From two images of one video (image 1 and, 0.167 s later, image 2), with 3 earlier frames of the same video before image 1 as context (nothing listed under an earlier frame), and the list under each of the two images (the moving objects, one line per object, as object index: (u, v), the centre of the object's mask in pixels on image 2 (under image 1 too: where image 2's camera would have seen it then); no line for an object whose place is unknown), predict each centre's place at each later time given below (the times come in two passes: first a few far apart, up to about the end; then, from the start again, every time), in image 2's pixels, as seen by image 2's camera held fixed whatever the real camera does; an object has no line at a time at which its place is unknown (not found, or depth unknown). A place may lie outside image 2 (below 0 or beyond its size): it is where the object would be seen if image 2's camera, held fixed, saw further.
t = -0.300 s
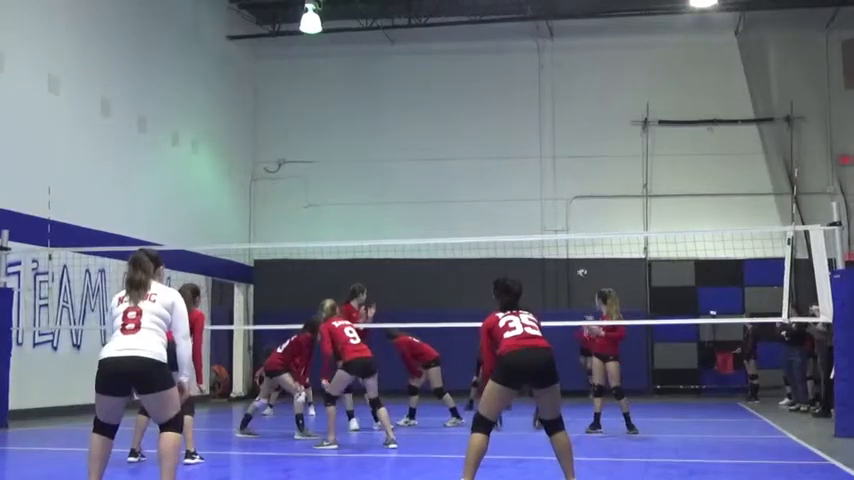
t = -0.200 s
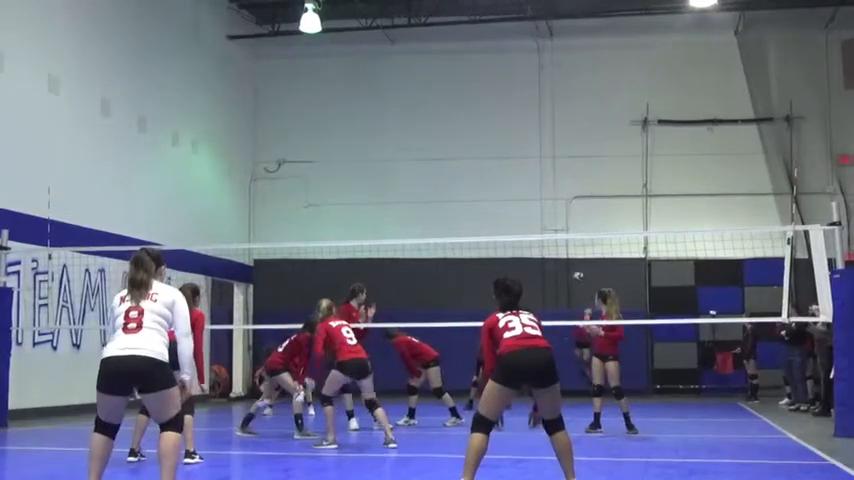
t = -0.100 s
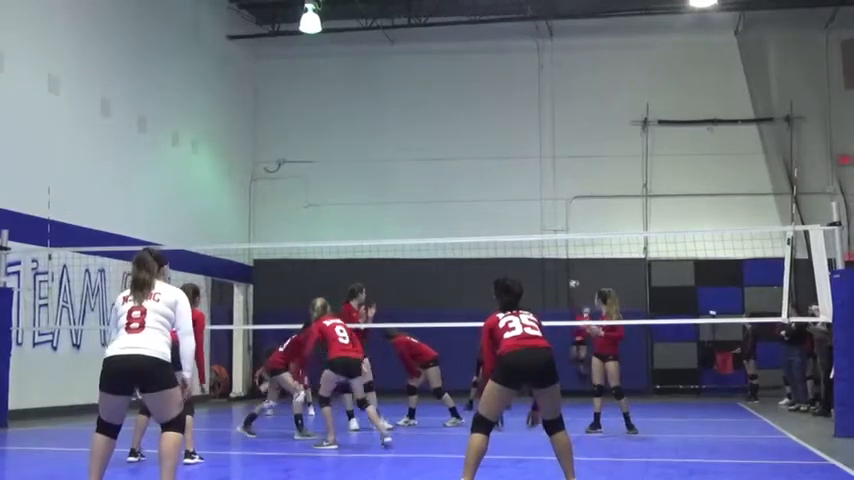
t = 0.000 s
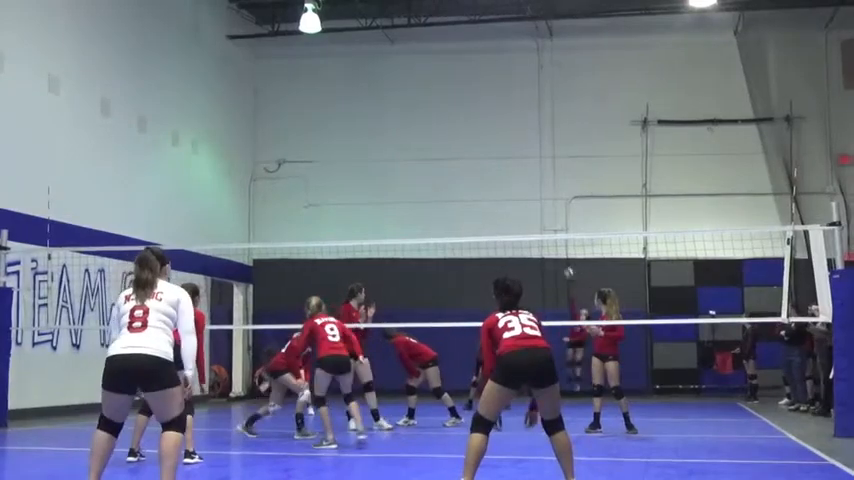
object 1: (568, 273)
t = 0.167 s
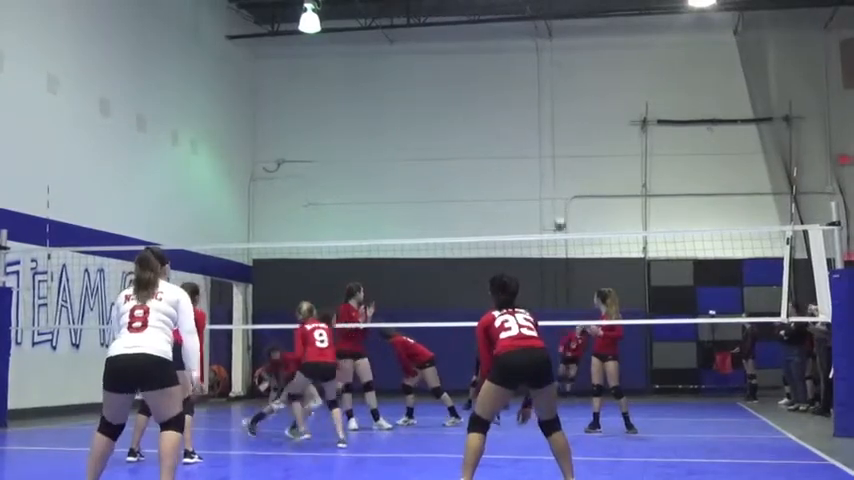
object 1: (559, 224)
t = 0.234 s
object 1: (556, 205)
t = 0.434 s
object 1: (540, 151)
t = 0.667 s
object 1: (515, 105)
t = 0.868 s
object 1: (484, 100)
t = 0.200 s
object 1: (558, 215)
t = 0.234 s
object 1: (556, 205)
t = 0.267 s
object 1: (554, 194)
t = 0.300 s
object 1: (551, 187)
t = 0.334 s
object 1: (549, 177)
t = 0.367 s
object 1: (547, 166)
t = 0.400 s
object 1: (543, 159)
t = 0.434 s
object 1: (540, 151)
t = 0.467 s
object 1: (536, 142)
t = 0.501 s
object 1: (535, 134)
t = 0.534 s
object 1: (531, 128)
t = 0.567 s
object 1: (528, 122)
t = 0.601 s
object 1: (522, 113)
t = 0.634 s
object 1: (521, 110)
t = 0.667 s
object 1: (515, 105)
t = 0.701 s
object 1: (511, 102)
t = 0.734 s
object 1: (505, 99)
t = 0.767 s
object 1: (500, 98)
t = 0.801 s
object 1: (495, 97)
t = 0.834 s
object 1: (490, 97)
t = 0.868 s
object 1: (484, 100)
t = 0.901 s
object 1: (480, 103)
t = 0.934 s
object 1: (474, 107)
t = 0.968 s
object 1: (468, 114)
